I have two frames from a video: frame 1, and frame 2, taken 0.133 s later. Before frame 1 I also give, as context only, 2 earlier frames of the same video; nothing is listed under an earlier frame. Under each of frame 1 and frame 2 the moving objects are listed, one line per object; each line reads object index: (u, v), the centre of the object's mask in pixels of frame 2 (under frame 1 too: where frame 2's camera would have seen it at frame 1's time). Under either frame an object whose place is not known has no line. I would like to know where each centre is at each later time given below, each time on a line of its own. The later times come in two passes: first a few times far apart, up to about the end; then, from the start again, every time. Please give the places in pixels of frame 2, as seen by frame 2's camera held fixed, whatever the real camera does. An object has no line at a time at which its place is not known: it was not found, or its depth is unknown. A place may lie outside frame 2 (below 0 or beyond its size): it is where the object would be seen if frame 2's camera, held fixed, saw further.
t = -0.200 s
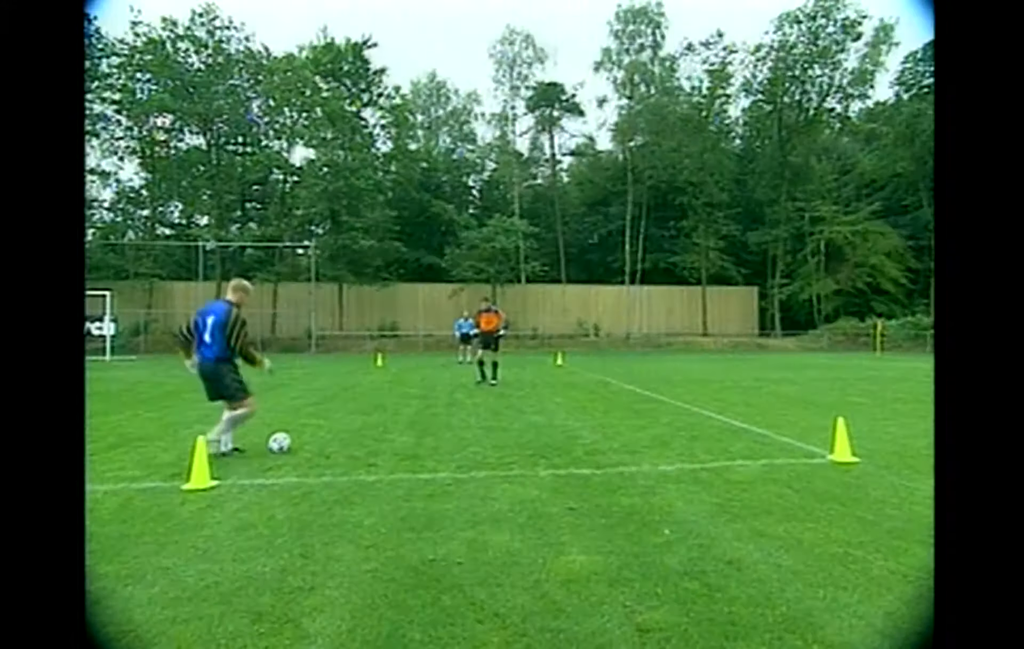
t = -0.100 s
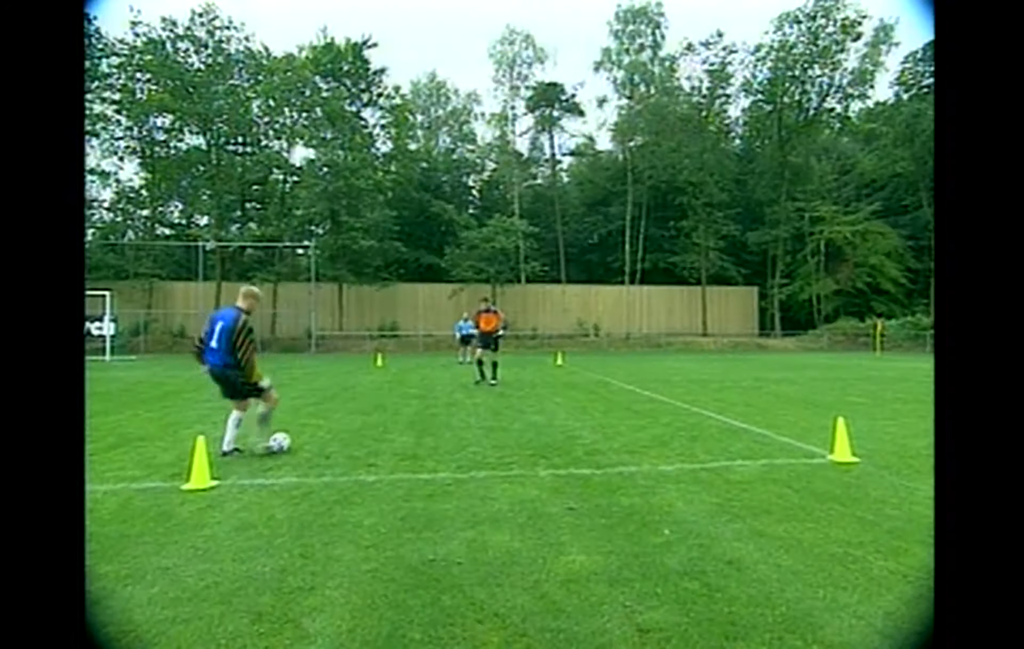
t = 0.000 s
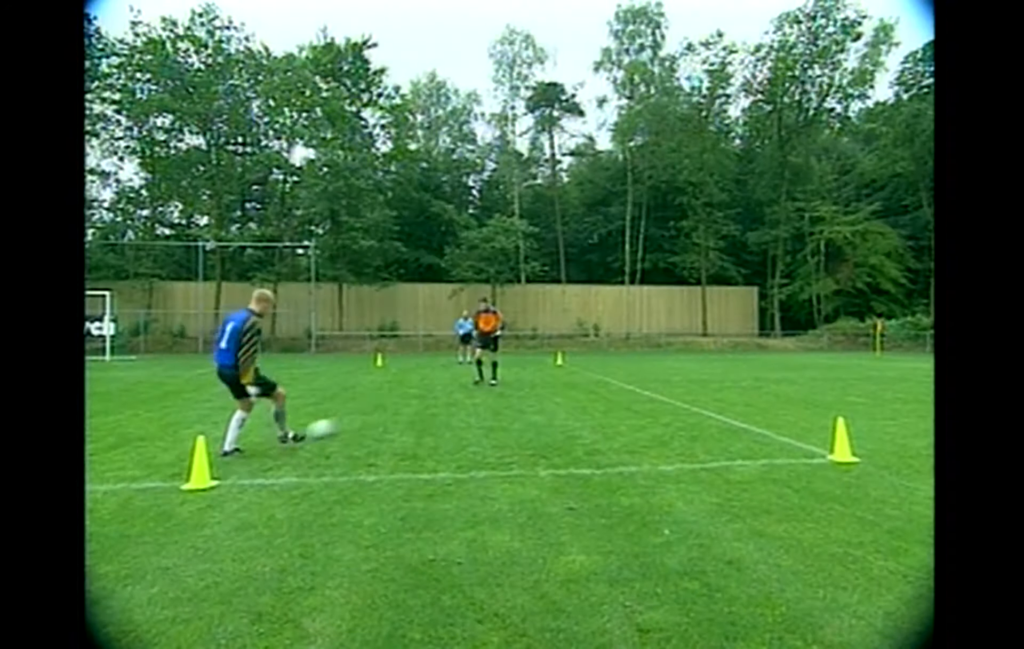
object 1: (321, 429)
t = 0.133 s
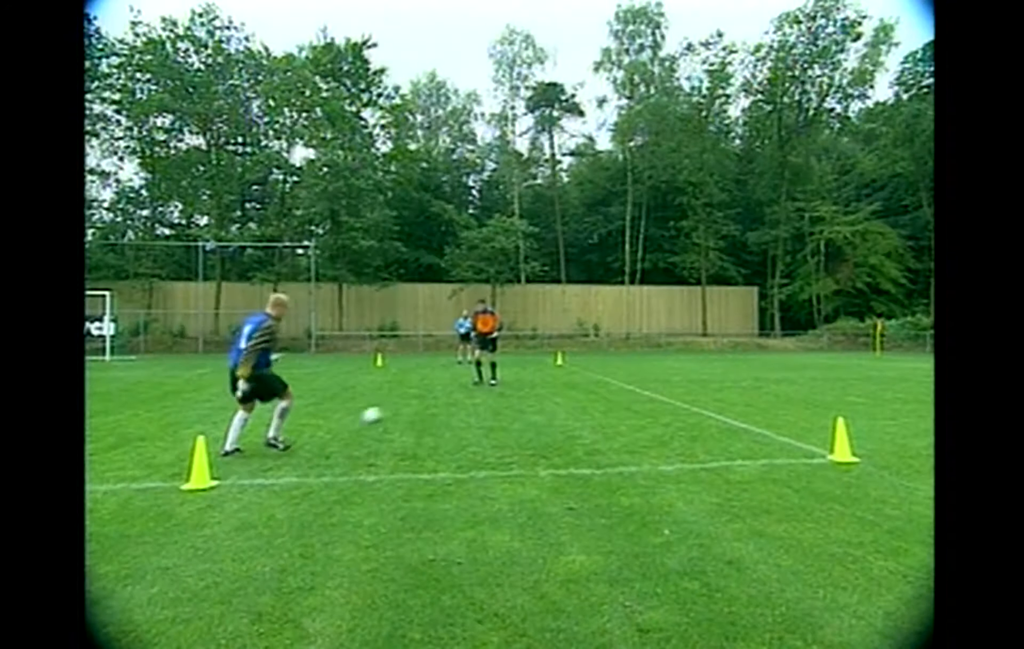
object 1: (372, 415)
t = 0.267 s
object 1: (405, 405)
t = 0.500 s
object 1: (441, 393)
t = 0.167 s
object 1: (381, 411)
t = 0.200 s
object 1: (390, 409)
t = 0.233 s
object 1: (398, 407)
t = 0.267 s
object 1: (405, 405)
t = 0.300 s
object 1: (411, 403)
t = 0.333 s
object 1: (417, 401)
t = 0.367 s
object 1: (423, 398)
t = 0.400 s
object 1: (427, 397)
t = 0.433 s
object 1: (432, 396)
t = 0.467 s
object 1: (437, 395)
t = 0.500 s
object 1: (441, 393)
